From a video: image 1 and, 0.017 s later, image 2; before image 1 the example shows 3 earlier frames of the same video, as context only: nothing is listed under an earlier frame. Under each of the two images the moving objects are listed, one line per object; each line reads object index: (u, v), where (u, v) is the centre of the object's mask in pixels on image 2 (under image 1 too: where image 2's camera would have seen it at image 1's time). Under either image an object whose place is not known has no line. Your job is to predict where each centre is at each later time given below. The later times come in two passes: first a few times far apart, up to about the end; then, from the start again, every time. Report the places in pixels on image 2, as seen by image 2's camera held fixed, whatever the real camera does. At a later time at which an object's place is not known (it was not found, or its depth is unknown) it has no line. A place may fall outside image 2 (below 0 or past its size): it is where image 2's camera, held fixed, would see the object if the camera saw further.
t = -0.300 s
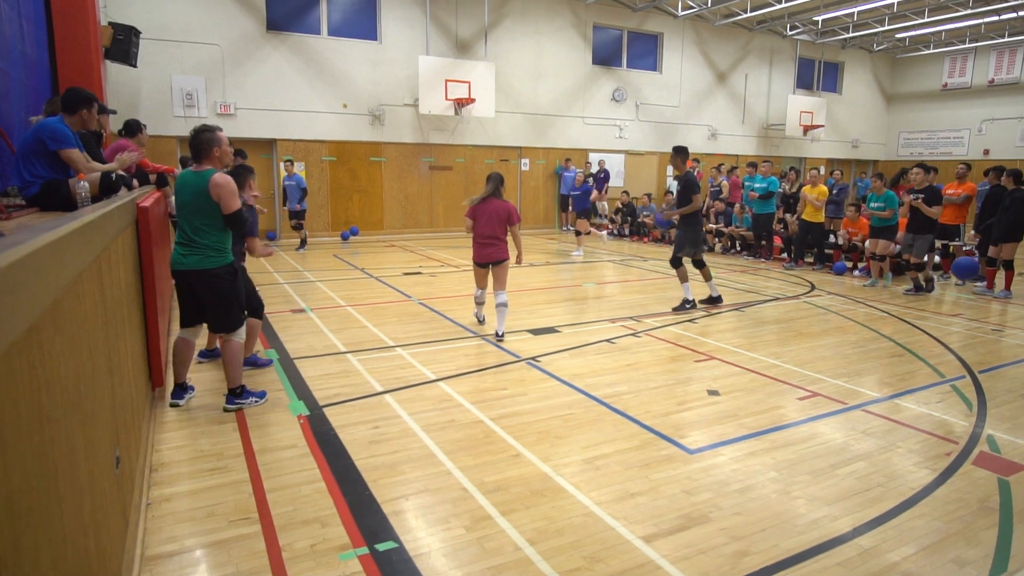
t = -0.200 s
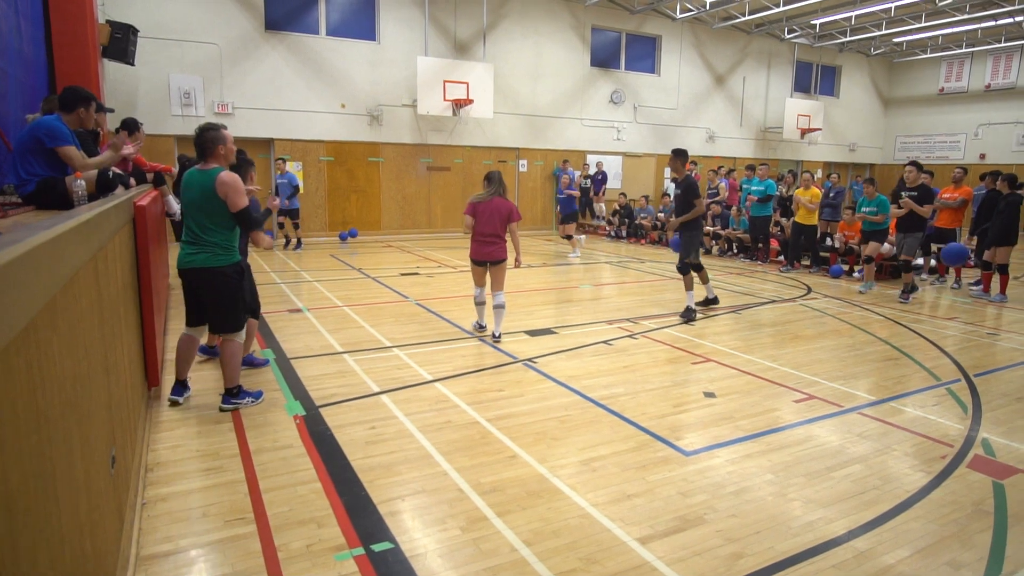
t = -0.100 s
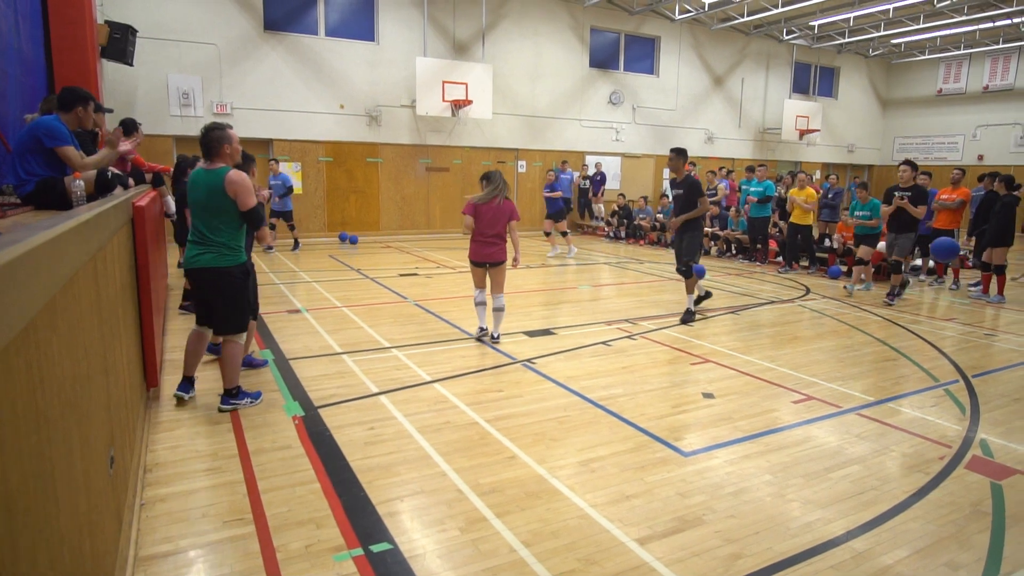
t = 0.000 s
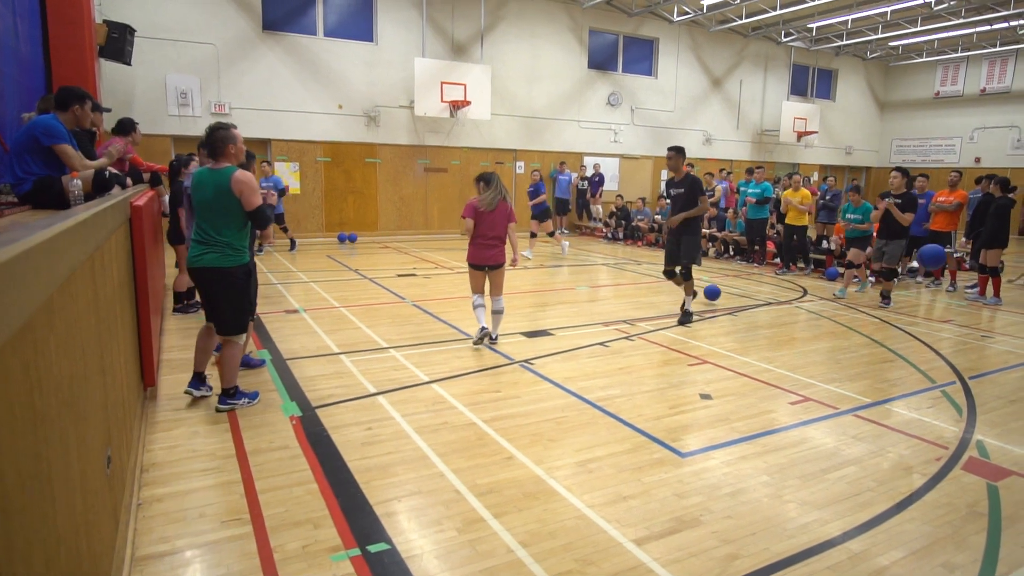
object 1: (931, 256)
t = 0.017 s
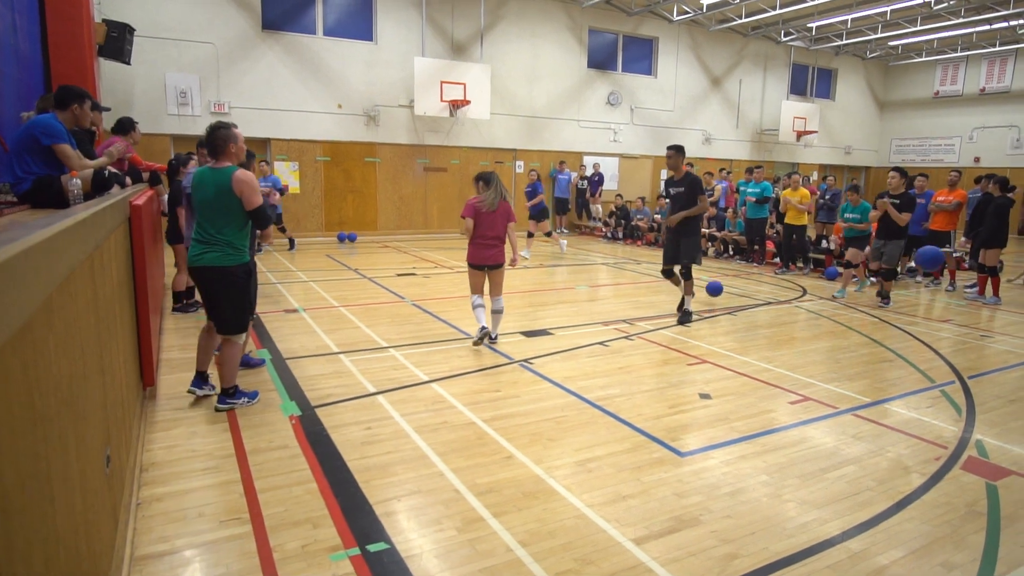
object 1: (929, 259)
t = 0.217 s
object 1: (902, 312)
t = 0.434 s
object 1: (872, 357)
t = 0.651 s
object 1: (845, 342)
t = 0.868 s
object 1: (807, 394)
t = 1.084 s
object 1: (771, 394)
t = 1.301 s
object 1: (728, 424)
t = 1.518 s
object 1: (684, 443)
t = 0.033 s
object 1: (927, 261)
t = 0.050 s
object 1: (925, 264)
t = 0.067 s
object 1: (923, 267)
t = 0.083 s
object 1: (921, 270)
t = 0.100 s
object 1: (919, 274)
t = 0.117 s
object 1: (916, 279)
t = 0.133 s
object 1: (914, 283)
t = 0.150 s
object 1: (912, 288)
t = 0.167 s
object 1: (909, 294)
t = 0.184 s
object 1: (907, 300)
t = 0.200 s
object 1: (904, 306)
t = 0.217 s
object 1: (902, 312)
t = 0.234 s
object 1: (899, 319)
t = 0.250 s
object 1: (897, 326)
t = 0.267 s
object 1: (894, 334)
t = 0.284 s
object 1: (891, 342)
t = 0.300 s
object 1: (888, 351)
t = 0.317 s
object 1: (885, 359)
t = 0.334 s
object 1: (882, 369)
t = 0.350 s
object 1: (879, 376)
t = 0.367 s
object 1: (878, 372)
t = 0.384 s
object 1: (876, 368)
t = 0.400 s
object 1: (875, 364)
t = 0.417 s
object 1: (873, 360)
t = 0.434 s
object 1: (872, 357)
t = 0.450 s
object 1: (870, 354)
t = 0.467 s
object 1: (868, 351)
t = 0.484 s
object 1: (866, 348)
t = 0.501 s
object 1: (864, 346)
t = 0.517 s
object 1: (863, 344)
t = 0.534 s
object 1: (860, 343)
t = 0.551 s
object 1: (858, 342)
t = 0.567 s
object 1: (856, 341)
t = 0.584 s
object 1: (854, 340)
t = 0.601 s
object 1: (852, 340)
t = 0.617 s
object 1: (850, 341)
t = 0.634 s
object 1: (847, 341)
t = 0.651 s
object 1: (845, 342)
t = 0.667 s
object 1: (842, 344)
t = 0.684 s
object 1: (840, 346)
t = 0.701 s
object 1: (837, 348)
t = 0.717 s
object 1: (834, 351)
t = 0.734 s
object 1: (832, 354)
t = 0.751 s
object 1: (829, 358)
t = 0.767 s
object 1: (826, 361)
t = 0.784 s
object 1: (823, 366)
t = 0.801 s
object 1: (820, 371)
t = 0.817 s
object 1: (817, 376)
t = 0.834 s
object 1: (814, 381)
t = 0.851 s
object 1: (811, 388)
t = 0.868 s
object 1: (807, 394)
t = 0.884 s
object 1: (803, 402)
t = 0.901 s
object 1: (801, 405)
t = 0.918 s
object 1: (798, 401)
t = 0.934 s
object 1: (796, 399)
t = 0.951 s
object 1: (793, 397)
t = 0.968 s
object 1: (791, 395)
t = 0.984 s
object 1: (788, 393)
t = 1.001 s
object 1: (786, 392)
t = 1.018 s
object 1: (783, 392)
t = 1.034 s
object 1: (780, 392)
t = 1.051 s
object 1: (777, 392)
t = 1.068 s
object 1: (774, 393)
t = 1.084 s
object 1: (771, 394)
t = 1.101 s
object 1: (768, 395)
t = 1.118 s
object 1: (764, 397)
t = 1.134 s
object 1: (761, 399)
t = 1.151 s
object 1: (758, 402)
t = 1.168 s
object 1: (754, 406)
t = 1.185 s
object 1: (751, 409)
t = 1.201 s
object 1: (747, 414)
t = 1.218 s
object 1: (743, 418)
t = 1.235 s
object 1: (740, 424)
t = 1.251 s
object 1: (736, 427)
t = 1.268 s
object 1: (734, 426)
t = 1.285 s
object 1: (731, 424)
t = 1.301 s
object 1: (728, 424)
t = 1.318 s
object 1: (725, 423)
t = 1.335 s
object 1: (721, 424)
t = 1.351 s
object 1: (718, 424)
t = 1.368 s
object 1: (715, 426)
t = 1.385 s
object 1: (712, 427)
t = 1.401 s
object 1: (708, 429)
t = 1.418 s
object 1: (705, 432)
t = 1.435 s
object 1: (701, 435)
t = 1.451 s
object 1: (697, 439)
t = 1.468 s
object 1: (693, 443)
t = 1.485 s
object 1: (690, 444)
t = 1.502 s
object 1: (687, 444)
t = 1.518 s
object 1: (684, 443)
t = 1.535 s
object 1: (680, 444)
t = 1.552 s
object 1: (677, 445)
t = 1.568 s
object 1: (673, 446)
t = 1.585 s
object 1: (670, 448)
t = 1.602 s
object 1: (666, 451)
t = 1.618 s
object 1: (662, 454)
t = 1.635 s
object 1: (659, 457)
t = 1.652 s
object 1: (655, 458)
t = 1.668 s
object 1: (651, 458)
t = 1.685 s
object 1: (647, 459)
